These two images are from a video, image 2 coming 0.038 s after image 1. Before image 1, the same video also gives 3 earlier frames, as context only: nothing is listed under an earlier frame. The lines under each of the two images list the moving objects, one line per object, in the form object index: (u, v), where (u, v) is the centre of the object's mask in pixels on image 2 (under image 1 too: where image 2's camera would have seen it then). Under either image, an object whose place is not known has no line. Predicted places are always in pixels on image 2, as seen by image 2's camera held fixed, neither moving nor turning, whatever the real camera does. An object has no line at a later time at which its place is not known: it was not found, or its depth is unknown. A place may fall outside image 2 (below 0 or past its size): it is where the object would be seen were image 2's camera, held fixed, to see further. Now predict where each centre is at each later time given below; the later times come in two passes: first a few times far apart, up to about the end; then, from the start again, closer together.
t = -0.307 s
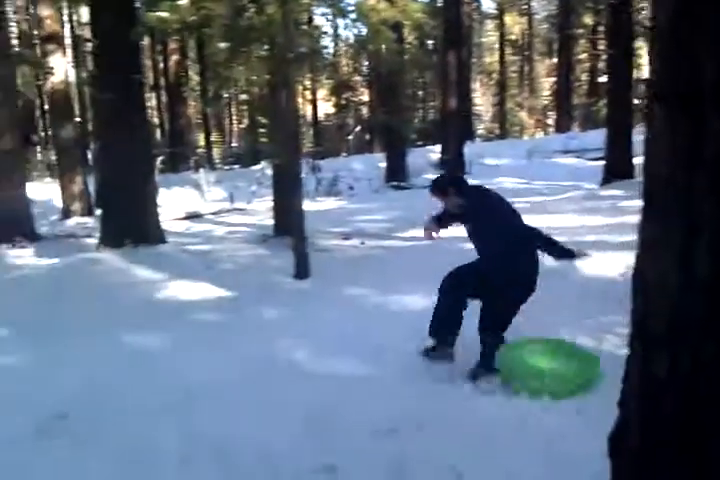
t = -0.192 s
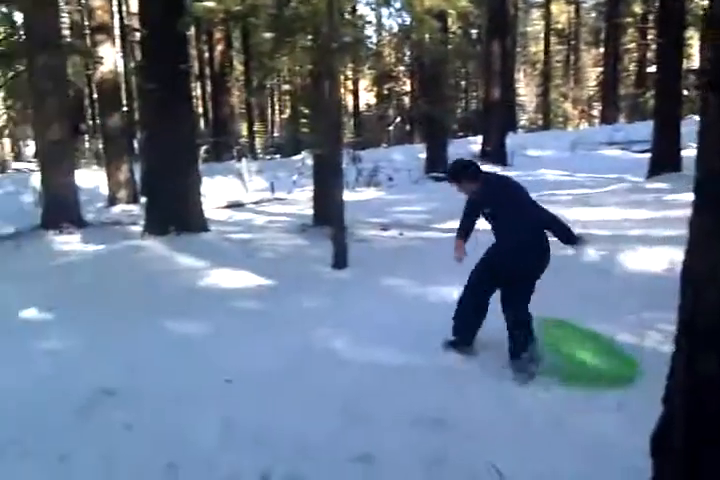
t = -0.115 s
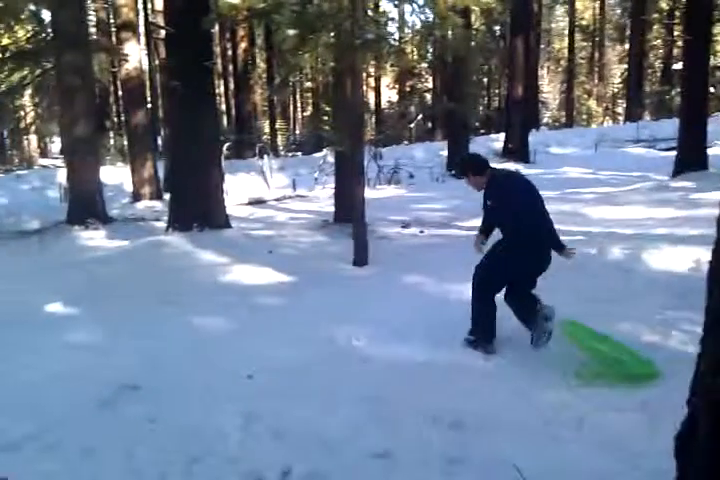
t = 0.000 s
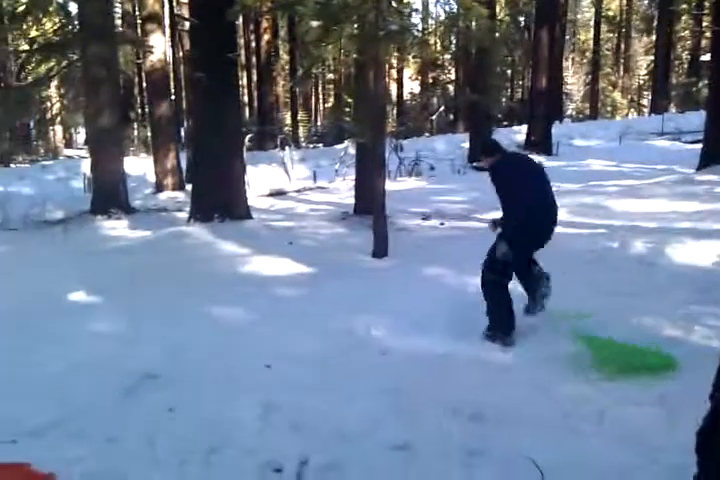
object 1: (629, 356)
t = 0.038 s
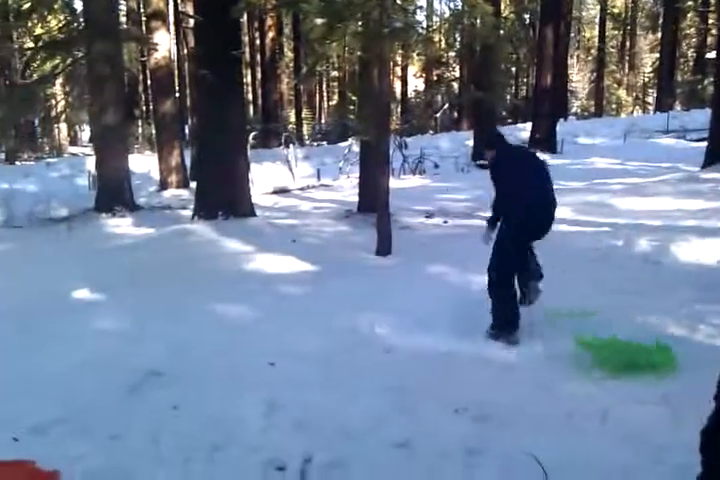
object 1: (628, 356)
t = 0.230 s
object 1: (616, 343)
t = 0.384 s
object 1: (608, 348)
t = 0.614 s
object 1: (598, 346)
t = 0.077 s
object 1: (623, 354)
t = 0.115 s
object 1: (622, 351)
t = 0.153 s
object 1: (621, 345)
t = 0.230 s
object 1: (616, 343)
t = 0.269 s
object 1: (615, 343)
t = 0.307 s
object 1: (613, 344)
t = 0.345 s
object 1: (612, 345)
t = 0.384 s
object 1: (608, 348)
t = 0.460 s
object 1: (606, 349)
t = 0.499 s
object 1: (601, 348)
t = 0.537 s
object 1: (600, 347)
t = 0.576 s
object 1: (600, 346)
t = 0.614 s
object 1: (598, 346)
